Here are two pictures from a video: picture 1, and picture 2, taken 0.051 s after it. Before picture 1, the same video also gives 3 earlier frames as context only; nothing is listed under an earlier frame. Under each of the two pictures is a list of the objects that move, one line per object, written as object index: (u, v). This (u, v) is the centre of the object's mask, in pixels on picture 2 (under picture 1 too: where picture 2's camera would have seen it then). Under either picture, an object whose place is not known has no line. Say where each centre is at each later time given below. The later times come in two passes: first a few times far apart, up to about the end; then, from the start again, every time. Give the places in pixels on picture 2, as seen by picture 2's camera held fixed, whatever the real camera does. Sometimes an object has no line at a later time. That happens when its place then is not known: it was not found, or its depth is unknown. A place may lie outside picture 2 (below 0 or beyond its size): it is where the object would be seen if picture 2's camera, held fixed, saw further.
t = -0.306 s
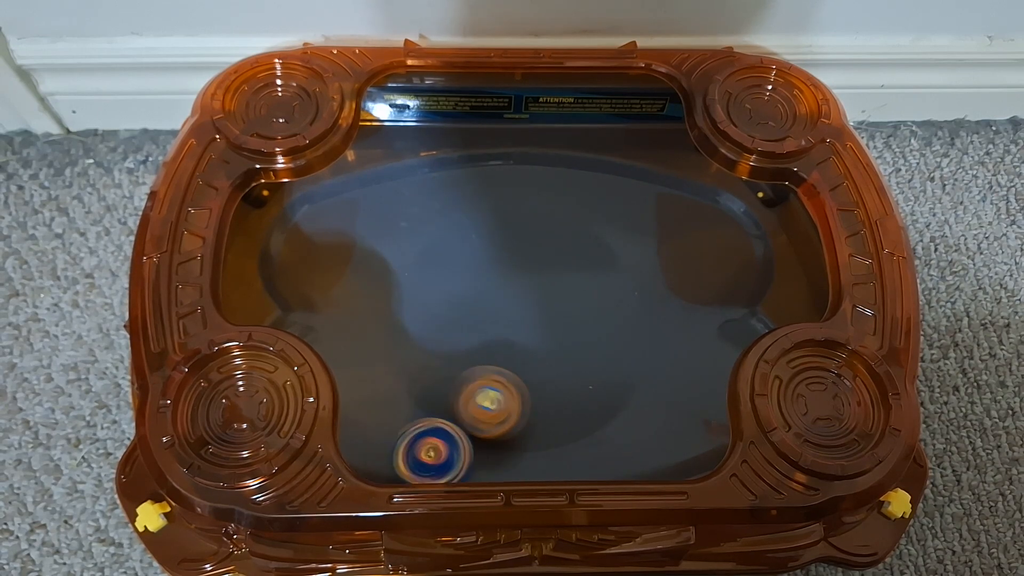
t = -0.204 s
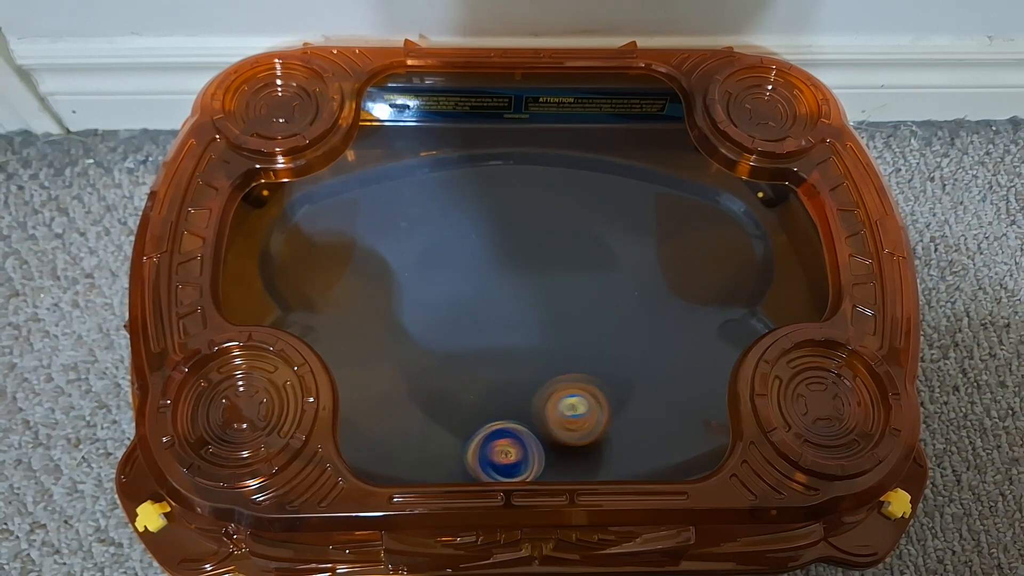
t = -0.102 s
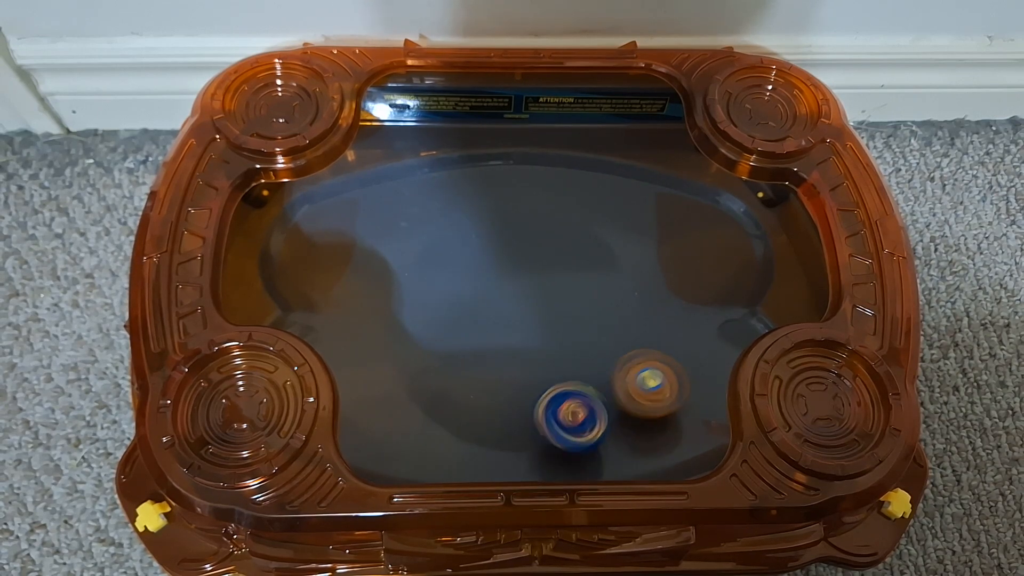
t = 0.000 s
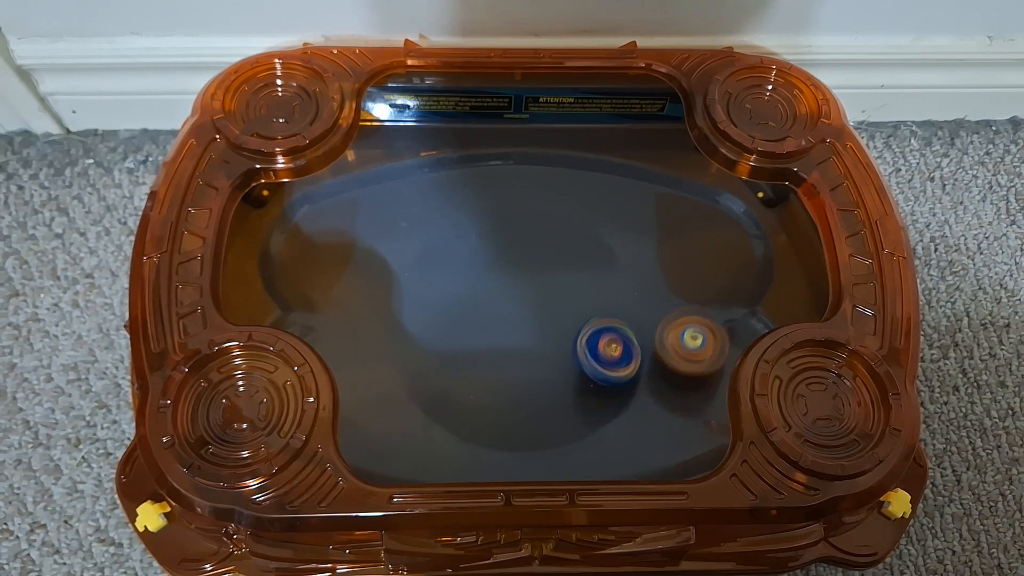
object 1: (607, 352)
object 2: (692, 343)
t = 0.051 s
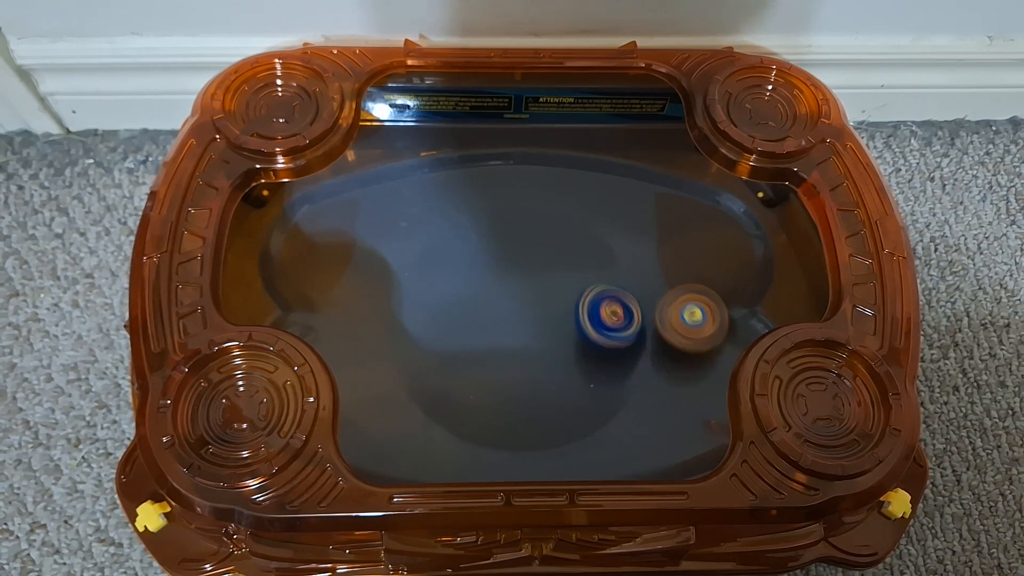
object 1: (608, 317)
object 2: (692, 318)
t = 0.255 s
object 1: (553, 210)
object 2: (625, 242)
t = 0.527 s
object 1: (397, 210)
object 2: (483, 316)
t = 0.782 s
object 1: (400, 368)
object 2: (529, 403)
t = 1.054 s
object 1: (567, 416)
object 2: (562, 287)
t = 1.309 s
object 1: (635, 295)
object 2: (433, 262)
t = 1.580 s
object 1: (501, 224)
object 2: (480, 368)
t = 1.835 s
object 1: (415, 333)
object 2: (604, 310)
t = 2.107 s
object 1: (553, 396)
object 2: (531, 255)
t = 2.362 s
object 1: (603, 276)
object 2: (486, 364)
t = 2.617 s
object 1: (478, 249)
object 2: (580, 364)
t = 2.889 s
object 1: (469, 379)
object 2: (513, 268)
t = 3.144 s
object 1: (596, 355)
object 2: (429, 320)
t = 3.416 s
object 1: (535, 245)
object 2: (546, 355)
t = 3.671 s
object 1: (434, 308)
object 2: (580, 266)
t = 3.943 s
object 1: (536, 385)
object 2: (486, 312)
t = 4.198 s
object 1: (598, 290)
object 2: (543, 380)
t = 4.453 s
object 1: (491, 258)
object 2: (563, 300)
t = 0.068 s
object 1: (607, 306)
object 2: (689, 312)
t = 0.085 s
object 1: (605, 295)
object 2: (685, 303)
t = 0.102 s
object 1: (603, 284)
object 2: (681, 295)
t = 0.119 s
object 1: (601, 274)
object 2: (677, 286)
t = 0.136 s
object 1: (597, 265)
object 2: (672, 278)
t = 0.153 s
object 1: (593, 255)
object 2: (667, 270)
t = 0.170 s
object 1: (587, 247)
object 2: (661, 263)
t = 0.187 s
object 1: (582, 240)
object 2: (654, 256)
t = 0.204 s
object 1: (576, 232)
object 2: (646, 250)
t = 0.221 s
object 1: (571, 225)
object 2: (638, 245)
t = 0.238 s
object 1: (564, 218)
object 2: (630, 242)
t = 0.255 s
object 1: (553, 210)
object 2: (625, 242)
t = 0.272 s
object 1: (542, 204)
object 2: (619, 242)
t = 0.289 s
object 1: (532, 199)
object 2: (612, 243)
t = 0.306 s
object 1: (522, 195)
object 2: (603, 245)
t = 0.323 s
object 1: (513, 191)
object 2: (594, 247)
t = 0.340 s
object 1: (504, 188)
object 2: (585, 249)
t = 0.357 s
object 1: (495, 185)
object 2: (575, 252)
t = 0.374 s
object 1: (485, 183)
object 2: (564, 256)
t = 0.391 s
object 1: (476, 181)
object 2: (553, 259)
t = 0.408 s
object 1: (466, 180)
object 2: (543, 264)
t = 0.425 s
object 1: (455, 181)
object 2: (531, 270)
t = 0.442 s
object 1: (446, 183)
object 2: (522, 276)
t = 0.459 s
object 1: (435, 187)
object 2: (512, 284)
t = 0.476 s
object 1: (425, 190)
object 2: (503, 291)
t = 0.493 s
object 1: (416, 196)
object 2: (495, 299)
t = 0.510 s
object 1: (406, 202)
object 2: (489, 308)
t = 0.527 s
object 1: (397, 210)
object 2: (483, 316)
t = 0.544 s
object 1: (389, 219)
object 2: (479, 325)
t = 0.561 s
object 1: (383, 229)
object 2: (475, 334)
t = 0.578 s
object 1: (378, 239)
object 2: (473, 343)
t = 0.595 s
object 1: (374, 250)
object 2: (472, 352)
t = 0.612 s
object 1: (371, 261)
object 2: (472, 360)
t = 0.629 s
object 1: (369, 272)
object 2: (473, 369)
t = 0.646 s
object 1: (370, 283)
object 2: (475, 376)
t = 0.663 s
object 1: (371, 293)
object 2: (479, 383)
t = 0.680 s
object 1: (375, 304)
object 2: (483, 388)
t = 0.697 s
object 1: (378, 314)
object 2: (489, 393)
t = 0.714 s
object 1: (382, 325)
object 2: (495, 397)
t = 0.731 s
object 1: (386, 336)
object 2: (503, 400)
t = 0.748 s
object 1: (390, 347)
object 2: (511, 403)
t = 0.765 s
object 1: (395, 358)
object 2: (519, 403)
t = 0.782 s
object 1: (400, 368)
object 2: (529, 403)
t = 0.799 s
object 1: (408, 376)
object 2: (539, 402)
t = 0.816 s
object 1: (416, 384)
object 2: (548, 399)
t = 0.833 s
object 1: (425, 391)
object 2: (556, 395)
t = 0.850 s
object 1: (434, 397)
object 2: (564, 390)
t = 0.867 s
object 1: (443, 403)
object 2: (570, 384)
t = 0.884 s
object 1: (453, 408)
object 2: (576, 376)
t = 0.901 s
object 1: (464, 413)
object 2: (580, 368)
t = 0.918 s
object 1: (475, 417)
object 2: (583, 359)
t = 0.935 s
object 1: (486, 419)
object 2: (585, 349)
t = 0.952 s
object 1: (497, 422)
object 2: (585, 340)
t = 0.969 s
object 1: (508, 422)
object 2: (584, 330)
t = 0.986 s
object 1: (520, 424)
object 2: (582, 321)
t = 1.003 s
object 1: (532, 424)
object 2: (579, 312)
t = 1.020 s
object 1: (544, 422)
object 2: (574, 303)
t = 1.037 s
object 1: (555, 420)
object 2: (569, 295)
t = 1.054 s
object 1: (567, 416)
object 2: (562, 287)
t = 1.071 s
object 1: (578, 413)
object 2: (556, 281)
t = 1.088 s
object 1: (589, 409)
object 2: (548, 274)
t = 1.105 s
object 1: (600, 404)
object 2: (541, 269)
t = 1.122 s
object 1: (609, 397)
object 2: (532, 264)
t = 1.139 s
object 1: (618, 390)
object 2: (524, 260)
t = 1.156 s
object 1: (625, 383)
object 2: (515, 256)
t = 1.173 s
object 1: (632, 374)
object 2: (506, 253)
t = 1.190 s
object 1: (638, 364)
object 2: (497, 251)
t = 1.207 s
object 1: (642, 355)
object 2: (487, 250)
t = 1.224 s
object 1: (644, 344)
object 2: (477, 250)
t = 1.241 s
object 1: (645, 334)
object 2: (468, 251)
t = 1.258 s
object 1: (644, 325)
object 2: (459, 252)
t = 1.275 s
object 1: (642, 315)
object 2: (450, 254)
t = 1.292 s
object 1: (639, 305)
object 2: (441, 257)
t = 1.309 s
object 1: (635, 295)
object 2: (433, 262)
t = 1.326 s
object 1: (631, 285)
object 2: (425, 267)
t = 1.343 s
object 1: (625, 276)
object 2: (418, 273)
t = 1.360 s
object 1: (620, 268)
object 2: (413, 280)
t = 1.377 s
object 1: (614, 260)
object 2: (410, 288)
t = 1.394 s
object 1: (607, 252)
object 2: (408, 296)
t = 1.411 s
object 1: (599, 246)
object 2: (408, 304)
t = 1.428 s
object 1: (590, 241)
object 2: (410, 313)
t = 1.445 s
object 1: (581, 237)
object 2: (413, 322)
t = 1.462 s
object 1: (572, 233)
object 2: (418, 332)
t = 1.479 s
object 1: (563, 228)
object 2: (424, 340)
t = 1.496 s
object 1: (553, 226)
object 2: (432, 348)
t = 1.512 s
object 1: (542, 224)
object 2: (440, 354)
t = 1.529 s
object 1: (533, 224)
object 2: (450, 360)
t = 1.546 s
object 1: (523, 223)
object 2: (459, 364)
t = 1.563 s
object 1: (512, 223)
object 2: (469, 366)
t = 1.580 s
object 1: (501, 224)
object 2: (480, 368)
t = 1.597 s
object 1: (491, 227)
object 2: (490, 369)
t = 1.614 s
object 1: (481, 229)
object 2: (500, 369)
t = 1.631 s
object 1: (471, 234)
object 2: (511, 369)
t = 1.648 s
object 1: (461, 237)
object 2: (522, 368)
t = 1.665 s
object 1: (452, 244)
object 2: (533, 366)
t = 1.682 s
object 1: (443, 250)
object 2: (544, 363)
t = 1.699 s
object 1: (436, 258)
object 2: (554, 359)
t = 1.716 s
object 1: (429, 266)
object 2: (563, 354)
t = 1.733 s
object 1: (423, 274)
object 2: (572, 349)
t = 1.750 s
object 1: (418, 284)
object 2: (579, 343)
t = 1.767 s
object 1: (414, 293)
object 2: (586, 337)
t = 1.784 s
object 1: (413, 303)
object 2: (591, 331)
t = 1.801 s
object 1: (413, 314)
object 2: (596, 324)
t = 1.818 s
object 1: (413, 323)
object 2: (601, 318)
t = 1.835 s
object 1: (415, 333)
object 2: (604, 310)
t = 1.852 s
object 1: (416, 343)
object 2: (607, 302)
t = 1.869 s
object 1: (420, 353)
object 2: (608, 294)
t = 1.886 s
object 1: (425, 362)
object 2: (609, 287)
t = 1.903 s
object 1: (430, 370)
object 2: (608, 279)
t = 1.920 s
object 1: (438, 377)
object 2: (607, 272)
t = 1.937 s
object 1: (445, 383)
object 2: (604, 266)
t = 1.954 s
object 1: (455, 390)
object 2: (599, 260)
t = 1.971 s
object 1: (465, 394)
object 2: (594, 257)
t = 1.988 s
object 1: (475, 398)
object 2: (588, 253)
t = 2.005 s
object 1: (485, 400)
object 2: (581, 251)
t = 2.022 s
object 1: (496, 402)
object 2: (574, 249)
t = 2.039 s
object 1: (509, 403)
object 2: (566, 248)
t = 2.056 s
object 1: (520, 403)
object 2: (558, 248)
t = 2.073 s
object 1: (531, 401)
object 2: (549, 249)
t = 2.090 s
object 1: (541, 398)
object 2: (540, 252)
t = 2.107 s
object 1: (553, 396)
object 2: (531, 255)
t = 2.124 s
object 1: (563, 391)
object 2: (523, 260)
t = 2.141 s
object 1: (573, 385)
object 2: (515, 265)
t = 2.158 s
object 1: (581, 379)
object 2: (508, 272)
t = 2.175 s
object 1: (589, 372)
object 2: (501, 279)
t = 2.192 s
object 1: (597, 365)
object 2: (495, 287)
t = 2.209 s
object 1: (602, 356)
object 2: (490, 294)
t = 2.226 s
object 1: (607, 348)
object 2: (486, 301)
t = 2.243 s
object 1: (610, 339)
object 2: (482, 309)
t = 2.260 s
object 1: (612, 330)
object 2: (480, 318)
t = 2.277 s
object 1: (613, 321)
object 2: (478, 326)
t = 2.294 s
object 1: (613, 311)
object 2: (477, 334)
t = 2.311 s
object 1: (611, 302)
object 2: (478, 343)
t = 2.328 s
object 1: (610, 293)
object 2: (480, 351)
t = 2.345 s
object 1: (607, 284)
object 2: (483, 358)
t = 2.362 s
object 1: (603, 276)
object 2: (486, 364)
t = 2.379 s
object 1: (599, 267)
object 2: (490, 370)
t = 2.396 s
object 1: (593, 259)
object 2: (494, 375)
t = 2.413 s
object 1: (587, 254)
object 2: (499, 380)
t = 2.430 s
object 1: (580, 249)
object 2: (505, 384)
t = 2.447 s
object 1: (572, 243)
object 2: (512, 387)
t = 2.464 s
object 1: (564, 240)
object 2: (520, 390)
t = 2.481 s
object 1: (555, 237)
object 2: (528, 390)
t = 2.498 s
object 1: (546, 235)
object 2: (536, 390)
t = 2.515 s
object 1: (536, 233)
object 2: (544, 389)
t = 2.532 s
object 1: (526, 234)
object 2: (550, 387)
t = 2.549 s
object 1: (517, 235)
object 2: (558, 385)
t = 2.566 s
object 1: (508, 237)
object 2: (566, 381)
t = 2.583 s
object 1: (498, 239)
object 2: (572, 376)
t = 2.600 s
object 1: (488, 243)
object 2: (578, 370)
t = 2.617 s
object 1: (478, 249)
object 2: (580, 364)
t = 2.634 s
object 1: (470, 254)
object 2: (583, 356)
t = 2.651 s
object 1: (464, 261)
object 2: (585, 349)
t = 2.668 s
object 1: (457, 269)
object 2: (586, 341)
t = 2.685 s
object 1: (451, 277)
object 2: (585, 332)
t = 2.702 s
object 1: (447, 286)
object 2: (583, 324)
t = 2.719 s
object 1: (444, 295)
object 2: (579, 316)
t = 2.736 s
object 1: (442, 305)
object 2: (575, 311)
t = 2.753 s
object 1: (440, 314)
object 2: (569, 303)
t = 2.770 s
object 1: (441, 324)
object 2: (565, 297)
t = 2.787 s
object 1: (442, 333)
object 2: (559, 291)
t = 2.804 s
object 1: (444, 342)
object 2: (552, 284)
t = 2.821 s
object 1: (446, 350)
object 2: (545, 279)
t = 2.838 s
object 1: (451, 359)
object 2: (537, 275)
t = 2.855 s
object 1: (456, 366)
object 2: (529, 273)
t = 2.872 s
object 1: (462, 374)
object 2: (521, 270)
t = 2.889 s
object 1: (469, 379)
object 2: (513, 268)
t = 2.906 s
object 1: (477, 385)
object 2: (505, 266)
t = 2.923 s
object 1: (485, 389)
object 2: (496, 264)
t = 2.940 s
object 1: (494, 392)
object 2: (487, 265)
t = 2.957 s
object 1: (503, 394)
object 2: (479, 266)
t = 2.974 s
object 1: (513, 396)
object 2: (472, 267)
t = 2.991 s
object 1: (524, 397)
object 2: (464, 269)
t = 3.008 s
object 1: (534, 397)
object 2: (456, 271)
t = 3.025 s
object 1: (543, 395)
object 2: (449, 274)
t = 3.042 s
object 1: (554, 392)
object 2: (443, 279)
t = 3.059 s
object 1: (564, 388)
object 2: (438, 285)
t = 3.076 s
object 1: (572, 383)
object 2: (434, 292)
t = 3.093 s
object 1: (580, 377)
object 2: (431, 298)
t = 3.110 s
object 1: (587, 371)
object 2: (429, 304)
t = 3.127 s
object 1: (592, 362)
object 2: (428, 311)
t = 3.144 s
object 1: (596, 355)
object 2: (429, 320)
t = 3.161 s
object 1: (599, 346)
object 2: (431, 327)
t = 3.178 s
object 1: (601, 336)
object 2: (435, 334)
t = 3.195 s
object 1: (602, 328)
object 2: (439, 340)
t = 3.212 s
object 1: (600, 319)
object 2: (444, 346)
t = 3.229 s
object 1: (599, 310)
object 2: (449, 352)
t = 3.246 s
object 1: (597, 301)
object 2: (457, 357)
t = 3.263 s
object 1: (593, 293)
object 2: (466, 361)
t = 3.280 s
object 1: (589, 285)
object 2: (476, 363)
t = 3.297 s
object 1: (585, 278)
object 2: (484, 364)
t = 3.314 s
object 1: (580, 271)
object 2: (492, 365)
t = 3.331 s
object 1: (573, 264)
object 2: (502, 366)
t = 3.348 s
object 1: (566, 260)
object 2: (512, 365)
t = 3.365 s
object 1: (559, 255)
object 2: (522, 362)
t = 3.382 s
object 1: (552, 250)
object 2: (529, 360)
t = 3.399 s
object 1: (543, 247)
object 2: (537, 358)
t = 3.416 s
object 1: (535, 245)
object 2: (546, 355)
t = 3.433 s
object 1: (526, 243)
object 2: (554, 350)
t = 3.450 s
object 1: (518, 242)
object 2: (561, 344)
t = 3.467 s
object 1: (508, 242)
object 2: (567, 340)
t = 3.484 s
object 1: (500, 242)
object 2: (573, 335)
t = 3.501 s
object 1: (491, 244)
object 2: (578, 329)
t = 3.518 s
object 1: (481, 246)
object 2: (582, 323)
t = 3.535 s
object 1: (473, 250)
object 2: (585, 316)
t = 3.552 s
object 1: (465, 255)
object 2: (587, 309)
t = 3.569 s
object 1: (458, 260)
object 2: (589, 303)
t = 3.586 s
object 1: (451, 267)
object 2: (590, 296)
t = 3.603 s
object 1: (445, 274)
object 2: (590, 288)
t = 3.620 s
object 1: (441, 282)
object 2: (589, 282)
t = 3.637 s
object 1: (437, 290)
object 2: (587, 277)
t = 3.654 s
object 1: (434, 298)
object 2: (584, 271)
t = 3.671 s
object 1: (434, 308)
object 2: (580, 266)
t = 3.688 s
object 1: (435, 316)
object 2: (575, 262)
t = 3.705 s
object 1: (436, 325)
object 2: (568, 259)
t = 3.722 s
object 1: (438, 334)
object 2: (562, 258)
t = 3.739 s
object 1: (442, 343)
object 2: (556, 256)
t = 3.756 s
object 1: (446, 350)
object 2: (549, 256)
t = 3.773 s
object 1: (451, 357)
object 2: (540, 256)
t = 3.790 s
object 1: (457, 364)
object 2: (532, 259)
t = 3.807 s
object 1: (464, 369)
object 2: (526, 263)
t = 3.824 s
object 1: (472, 374)
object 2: (519, 266)
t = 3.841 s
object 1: (480, 379)
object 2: (512, 270)
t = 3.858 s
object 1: (489, 382)
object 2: (505, 277)
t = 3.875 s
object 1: (498, 384)
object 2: (499, 284)
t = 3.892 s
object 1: (507, 386)
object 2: (496, 290)
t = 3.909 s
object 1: (517, 387)
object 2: (492, 297)
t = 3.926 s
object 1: (527, 386)
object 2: (488, 304)
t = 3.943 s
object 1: (536, 385)
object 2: (486, 312)
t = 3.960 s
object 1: (547, 383)
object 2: (486, 320)
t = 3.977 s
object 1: (556, 380)
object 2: (486, 326)
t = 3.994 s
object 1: (564, 376)
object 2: (486, 333)
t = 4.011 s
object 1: (573, 372)
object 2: (487, 341)
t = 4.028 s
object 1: (580, 366)
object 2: (489, 348)
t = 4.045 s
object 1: (586, 360)
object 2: (493, 354)
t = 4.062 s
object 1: (592, 354)
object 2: (496, 359)
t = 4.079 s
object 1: (597, 346)
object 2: (499, 364)
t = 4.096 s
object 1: (600, 339)
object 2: (504, 370)
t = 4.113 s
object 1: (602, 330)
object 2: (510, 374)
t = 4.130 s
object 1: (604, 322)
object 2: (516, 376)
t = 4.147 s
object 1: (603, 314)
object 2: (521, 379)
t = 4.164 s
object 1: (602, 306)
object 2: (529, 381)
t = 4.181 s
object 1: (601, 298)
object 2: (537, 382)
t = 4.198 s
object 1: (598, 290)
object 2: (543, 380)
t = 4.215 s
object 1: (595, 283)
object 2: (550, 379)
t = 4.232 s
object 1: (591, 277)
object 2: (557, 378)
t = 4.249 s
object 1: (586, 270)
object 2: (564, 374)
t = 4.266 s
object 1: (580, 264)
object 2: (568, 369)
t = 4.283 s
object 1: (573, 260)
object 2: (573, 365)
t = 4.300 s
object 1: (567, 255)
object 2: (577, 359)
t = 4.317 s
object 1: (559, 252)
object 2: (580, 352)
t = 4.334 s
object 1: (551, 251)
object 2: (580, 346)
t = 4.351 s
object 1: (542, 249)
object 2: (580, 340)
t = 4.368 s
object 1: (534, 248)
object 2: (580, 332)
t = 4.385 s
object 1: (526, 248)
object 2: (578, 325)
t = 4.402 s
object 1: (517, 249)
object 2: (575, 319)
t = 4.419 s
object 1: (508, 251)
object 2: (571, 314)
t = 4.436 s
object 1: (500, 254)
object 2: (568, 307)
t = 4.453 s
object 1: (491, 258)
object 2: (563, 300)
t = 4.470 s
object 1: (483, 262)
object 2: (557, 296)
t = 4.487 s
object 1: (475, 268)
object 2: (552, 291)
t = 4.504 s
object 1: (469, 274)
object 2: (546, 286)
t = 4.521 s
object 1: (464, 280)
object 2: (539, 282)
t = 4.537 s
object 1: (458, 286)
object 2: (532, 280)
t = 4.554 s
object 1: (455, 295)
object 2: (526, 277)
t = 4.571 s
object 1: (452, 301)
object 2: (519, 274)
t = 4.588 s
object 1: (449, 310)
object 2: (511, 273)
